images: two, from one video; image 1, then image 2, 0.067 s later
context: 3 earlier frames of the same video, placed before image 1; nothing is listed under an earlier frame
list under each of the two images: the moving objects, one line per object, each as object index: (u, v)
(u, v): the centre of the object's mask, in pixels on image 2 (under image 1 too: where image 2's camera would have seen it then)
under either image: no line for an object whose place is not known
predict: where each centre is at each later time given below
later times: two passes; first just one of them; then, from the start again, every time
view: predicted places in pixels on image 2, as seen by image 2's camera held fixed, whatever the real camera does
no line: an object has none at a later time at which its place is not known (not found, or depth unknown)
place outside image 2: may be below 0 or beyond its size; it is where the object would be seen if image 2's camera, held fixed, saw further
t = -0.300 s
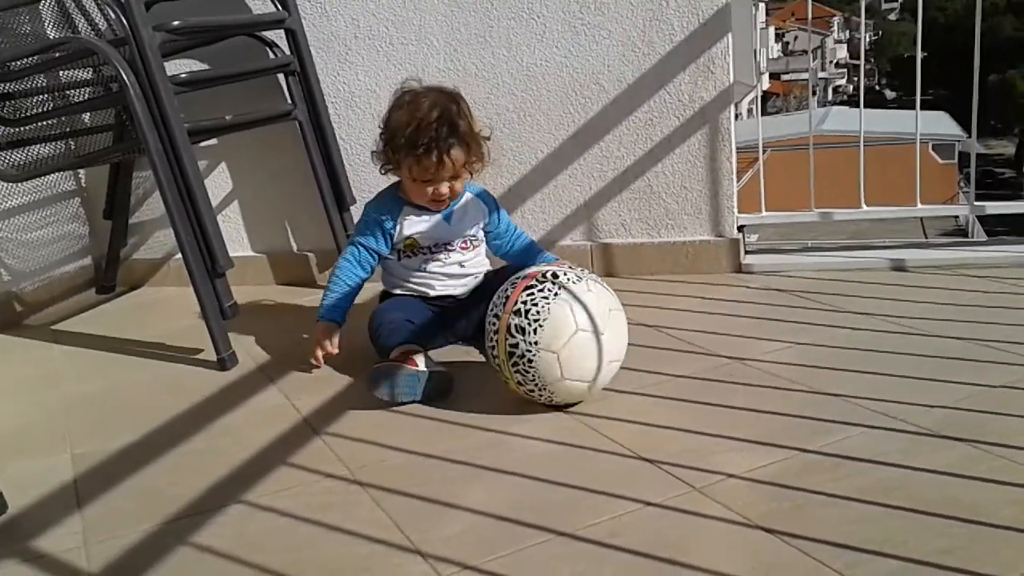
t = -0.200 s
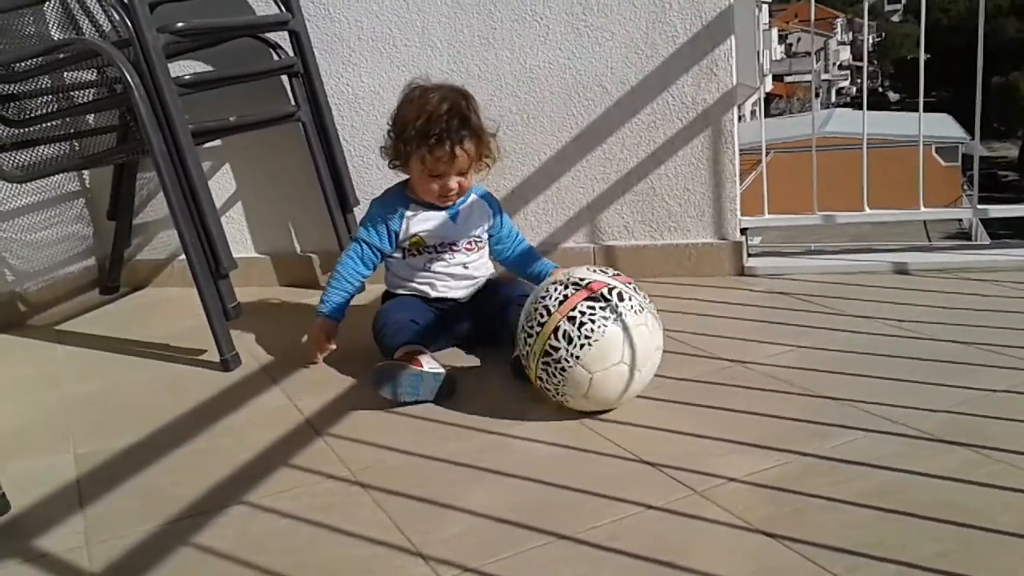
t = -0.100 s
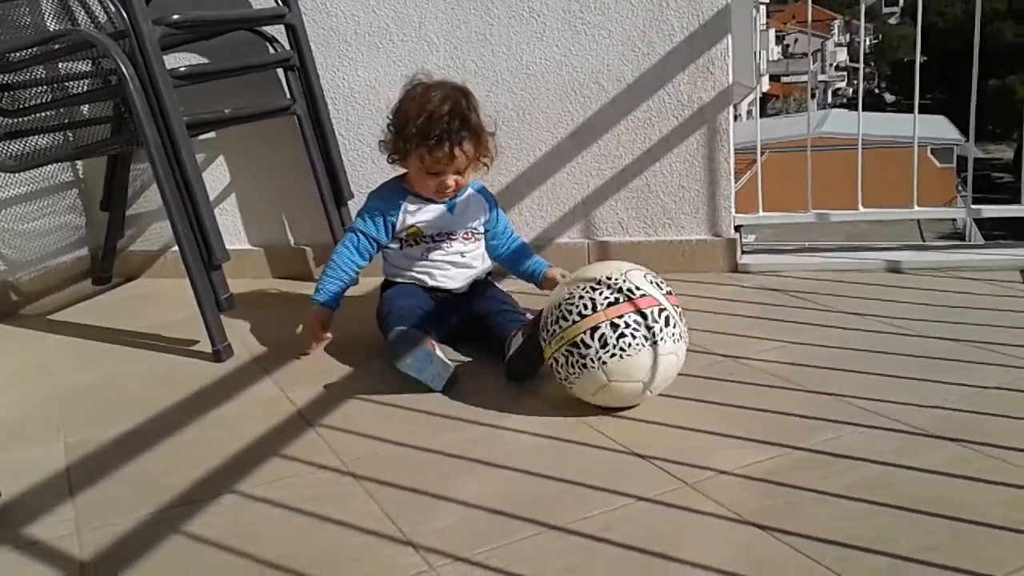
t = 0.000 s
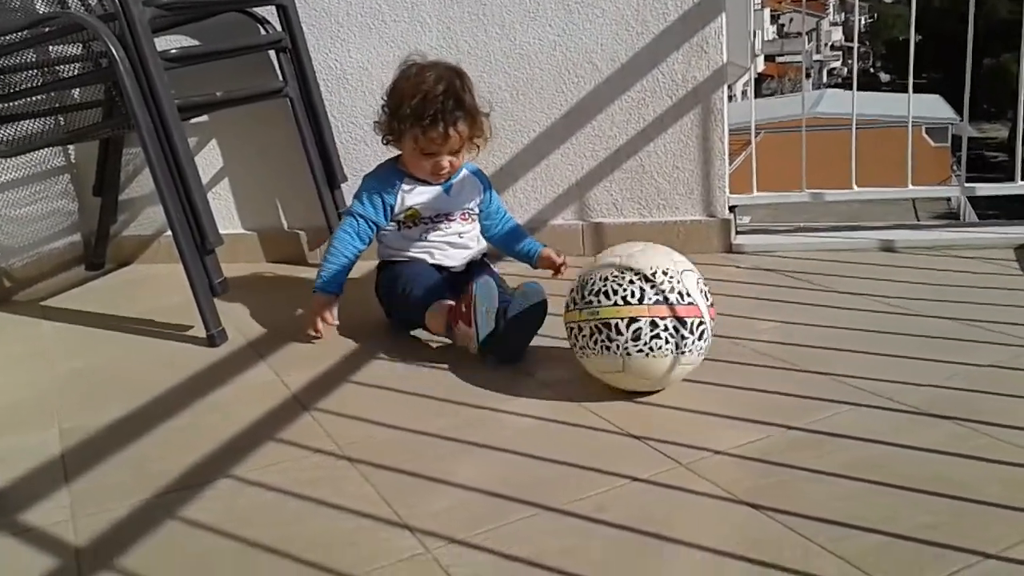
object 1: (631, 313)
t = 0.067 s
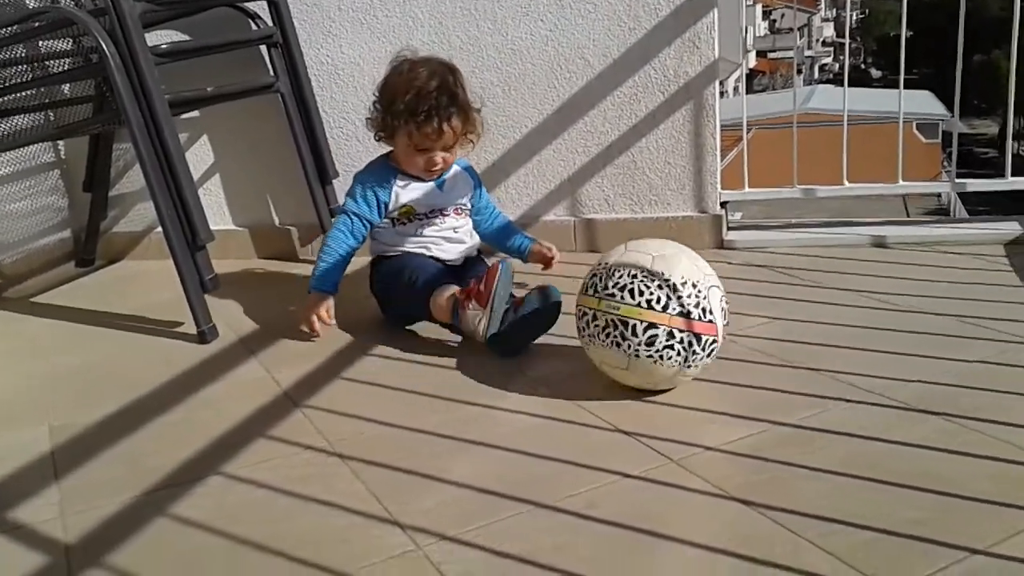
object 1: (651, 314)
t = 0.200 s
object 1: (693, 317)
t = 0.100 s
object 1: (661, 314)
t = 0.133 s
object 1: (672, 315)
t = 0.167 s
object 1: (682, 316)
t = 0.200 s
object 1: (693, 317)
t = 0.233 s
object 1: (703, 318)
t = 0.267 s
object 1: (713, 320)
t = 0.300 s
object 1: (723, 321)
